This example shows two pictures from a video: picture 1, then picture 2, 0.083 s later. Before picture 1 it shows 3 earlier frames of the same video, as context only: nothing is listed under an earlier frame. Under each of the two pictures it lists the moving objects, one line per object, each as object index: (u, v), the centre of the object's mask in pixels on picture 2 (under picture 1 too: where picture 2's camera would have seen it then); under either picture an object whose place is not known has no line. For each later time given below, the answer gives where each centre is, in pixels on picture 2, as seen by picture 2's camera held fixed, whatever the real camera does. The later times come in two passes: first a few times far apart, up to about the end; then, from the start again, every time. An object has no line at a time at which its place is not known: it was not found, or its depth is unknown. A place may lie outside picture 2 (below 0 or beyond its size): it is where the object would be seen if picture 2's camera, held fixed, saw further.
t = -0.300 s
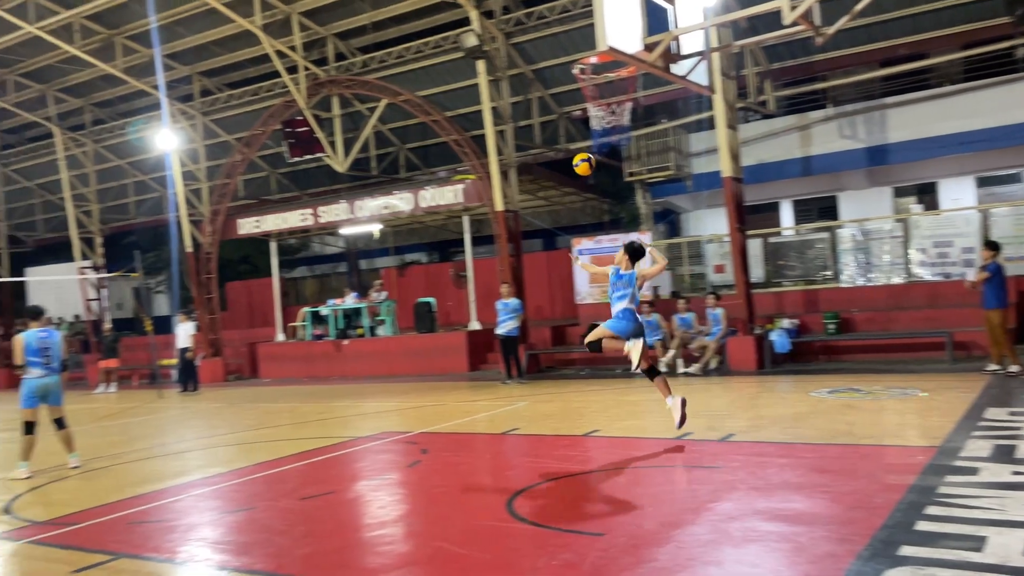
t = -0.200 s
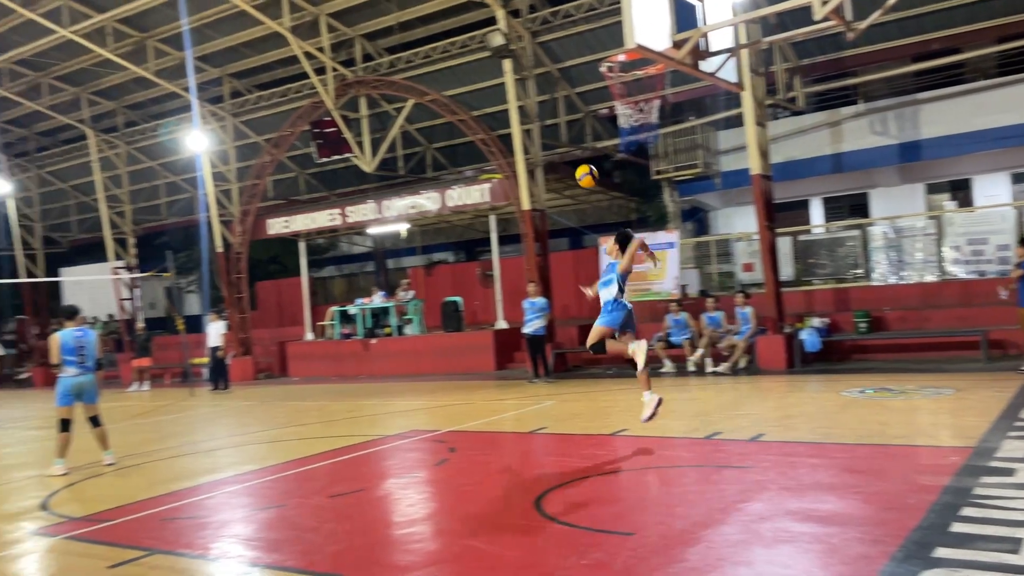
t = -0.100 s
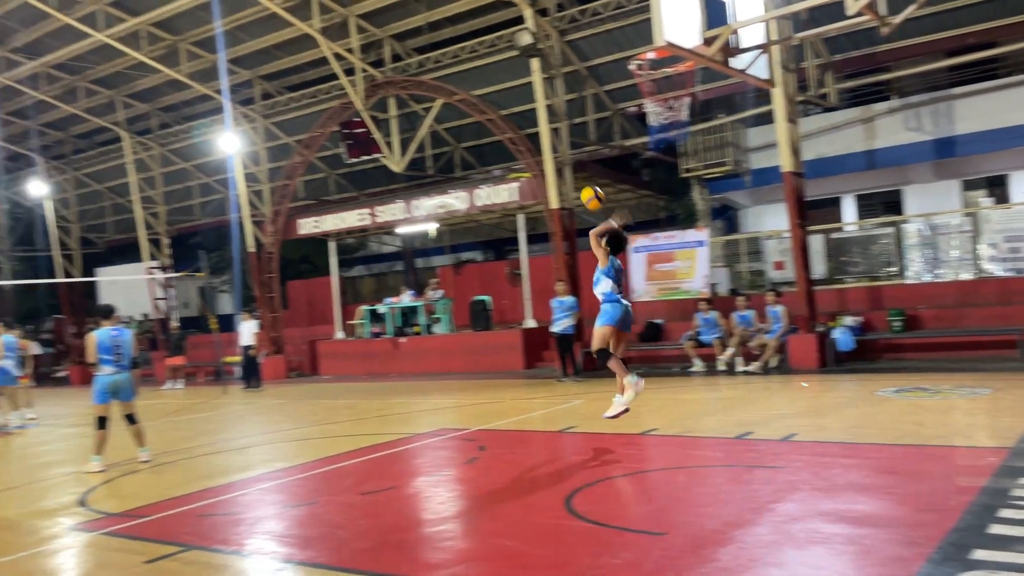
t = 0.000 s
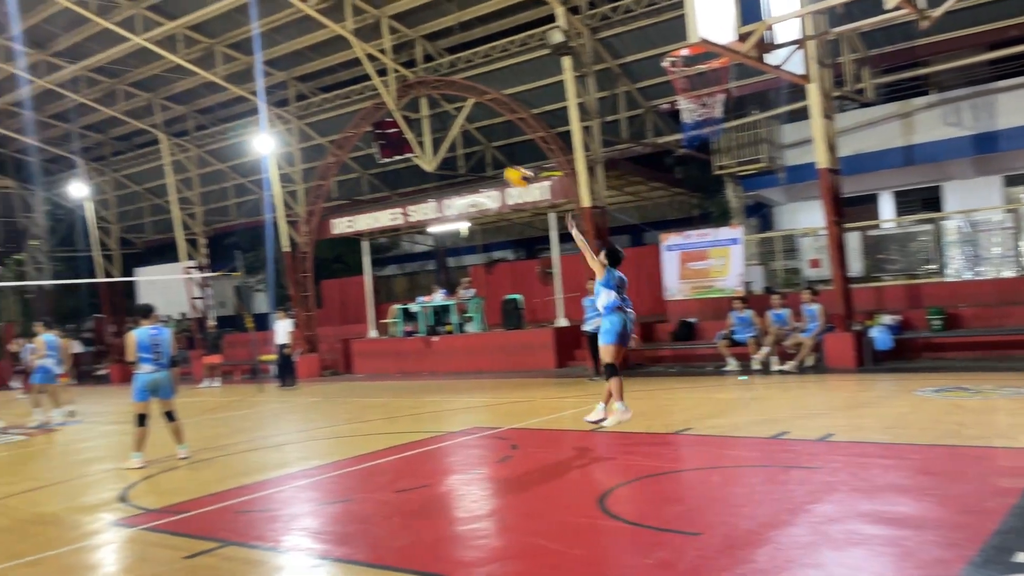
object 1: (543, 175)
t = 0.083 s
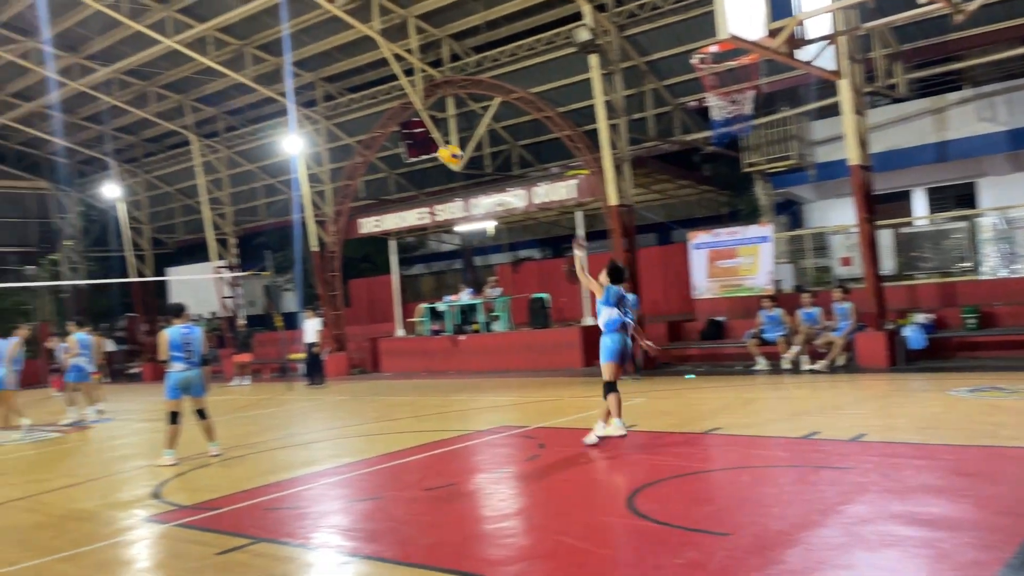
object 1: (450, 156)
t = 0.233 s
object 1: (315, 134)
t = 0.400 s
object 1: (197, 139)
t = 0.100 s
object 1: (433, 152)
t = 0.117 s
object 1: (416, 149)
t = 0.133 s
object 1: (401, 147)
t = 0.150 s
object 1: (385, 144)
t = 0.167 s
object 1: (370, 142)
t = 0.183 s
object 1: (355, 139)
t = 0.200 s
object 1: (341, 138)
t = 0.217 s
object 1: (327, 136)
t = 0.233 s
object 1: (315, 134)
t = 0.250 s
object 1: (301, 130)
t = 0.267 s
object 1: (285, 131)
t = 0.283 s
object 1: (275, 133)
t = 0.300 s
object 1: (263, 134)
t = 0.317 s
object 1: (251, 134)
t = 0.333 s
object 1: (240, 135)
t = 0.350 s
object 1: (228, 135)
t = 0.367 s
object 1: (218, 136)
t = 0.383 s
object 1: (207, 137)
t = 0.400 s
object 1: (197, 139)
